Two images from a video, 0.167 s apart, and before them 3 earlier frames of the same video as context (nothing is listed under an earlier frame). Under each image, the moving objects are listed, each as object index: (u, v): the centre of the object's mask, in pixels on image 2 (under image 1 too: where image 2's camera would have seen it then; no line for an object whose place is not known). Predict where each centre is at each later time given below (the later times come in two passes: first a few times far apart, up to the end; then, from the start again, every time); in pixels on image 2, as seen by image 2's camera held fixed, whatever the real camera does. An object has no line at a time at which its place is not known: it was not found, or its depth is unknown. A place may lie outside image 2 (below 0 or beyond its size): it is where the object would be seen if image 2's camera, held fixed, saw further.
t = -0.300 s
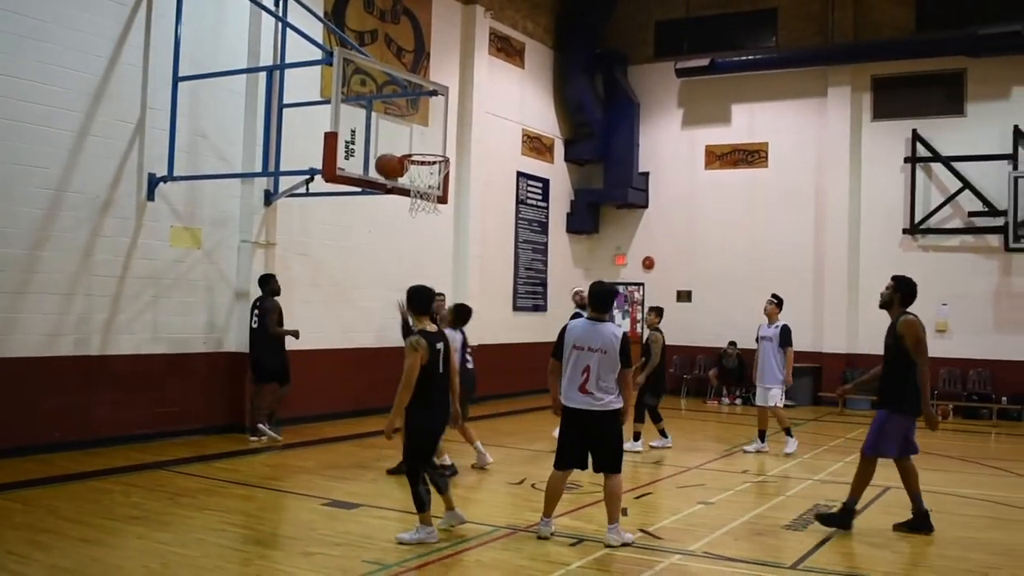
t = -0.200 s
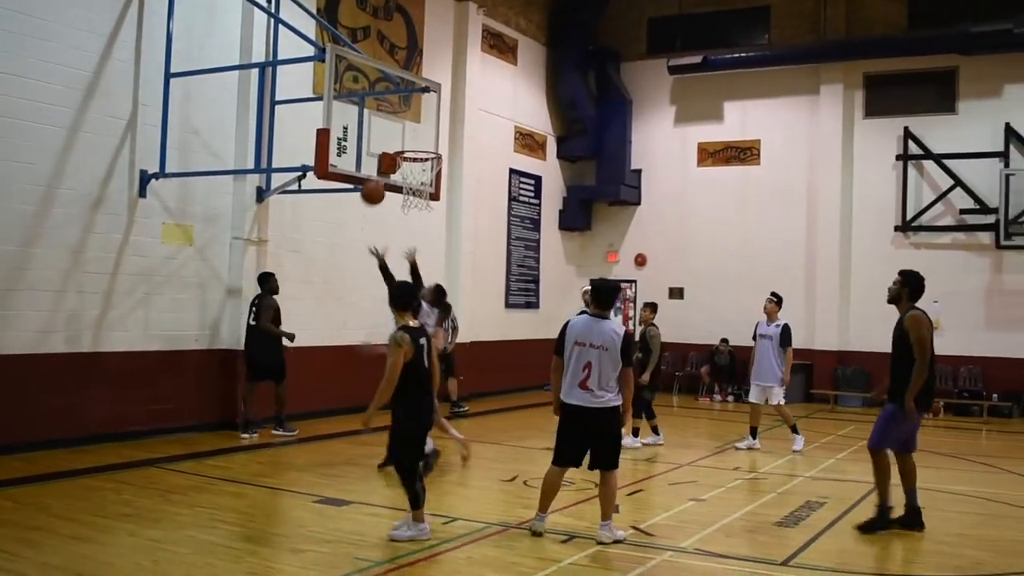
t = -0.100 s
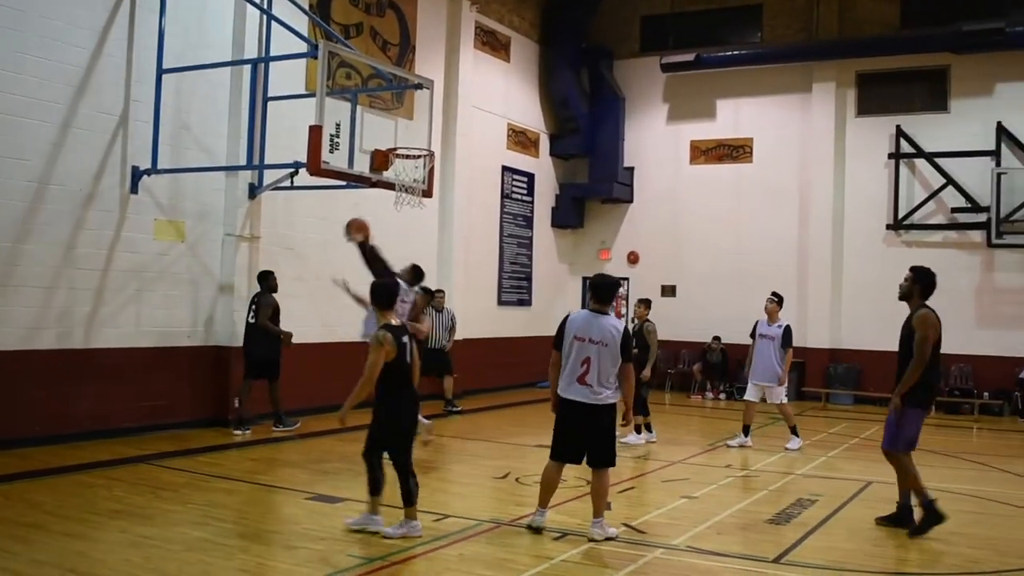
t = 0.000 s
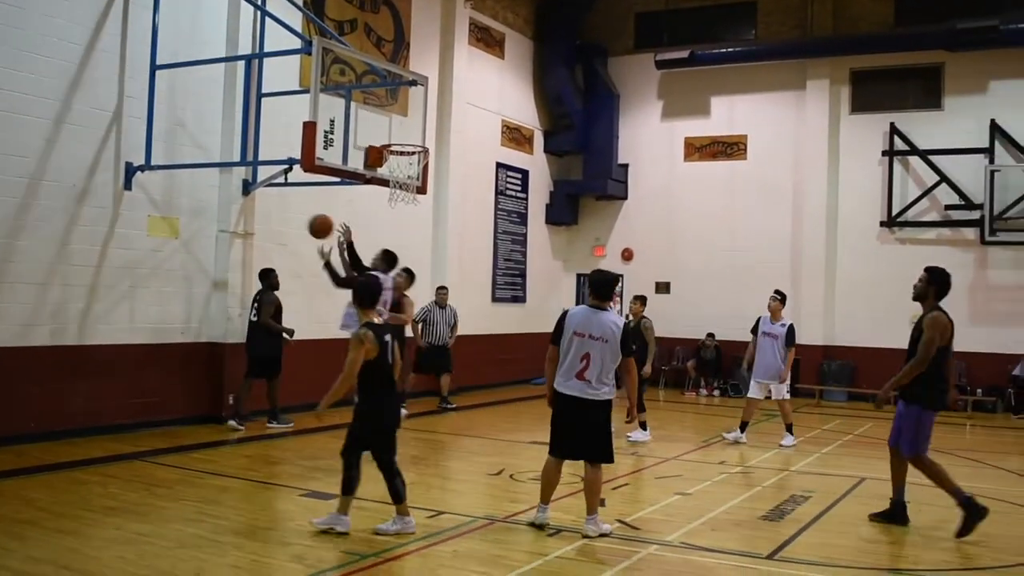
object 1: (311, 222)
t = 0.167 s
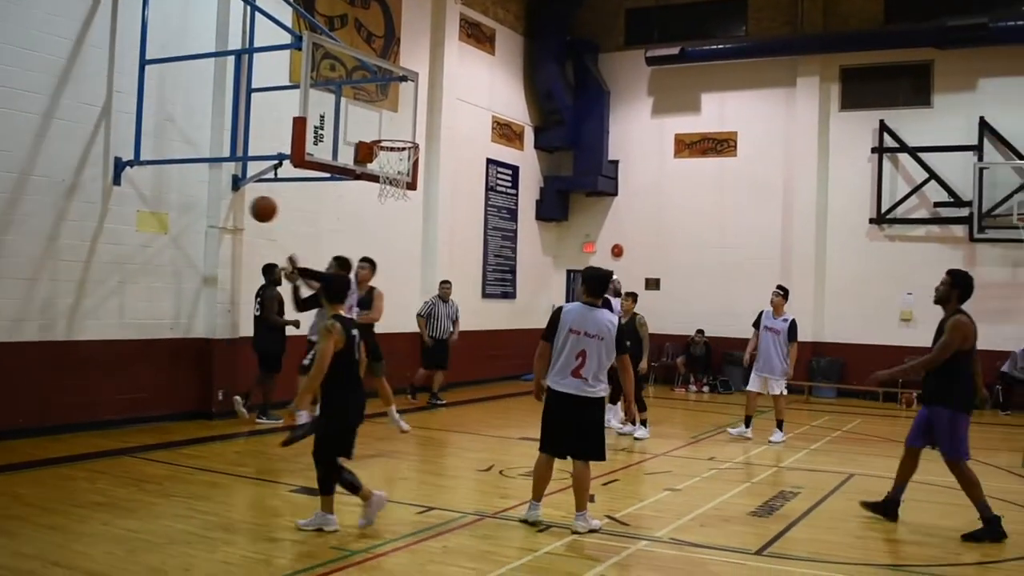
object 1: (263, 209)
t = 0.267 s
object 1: (233, 215)
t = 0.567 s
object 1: (132, 309)
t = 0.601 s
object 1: (120, 326)
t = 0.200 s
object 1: (253, 210)
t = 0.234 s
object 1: (243, 212)
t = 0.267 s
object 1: (233, 215)
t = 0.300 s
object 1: (223, 220)
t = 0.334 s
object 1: (211, 226)
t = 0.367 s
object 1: (200, 234)
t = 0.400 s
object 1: (190, 242)
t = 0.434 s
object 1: (178, 253)
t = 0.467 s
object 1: (167, 264)
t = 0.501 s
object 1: (156, 278)
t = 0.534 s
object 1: (144, 292)
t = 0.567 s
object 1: (132, 309)
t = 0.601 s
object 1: (120, 326)
